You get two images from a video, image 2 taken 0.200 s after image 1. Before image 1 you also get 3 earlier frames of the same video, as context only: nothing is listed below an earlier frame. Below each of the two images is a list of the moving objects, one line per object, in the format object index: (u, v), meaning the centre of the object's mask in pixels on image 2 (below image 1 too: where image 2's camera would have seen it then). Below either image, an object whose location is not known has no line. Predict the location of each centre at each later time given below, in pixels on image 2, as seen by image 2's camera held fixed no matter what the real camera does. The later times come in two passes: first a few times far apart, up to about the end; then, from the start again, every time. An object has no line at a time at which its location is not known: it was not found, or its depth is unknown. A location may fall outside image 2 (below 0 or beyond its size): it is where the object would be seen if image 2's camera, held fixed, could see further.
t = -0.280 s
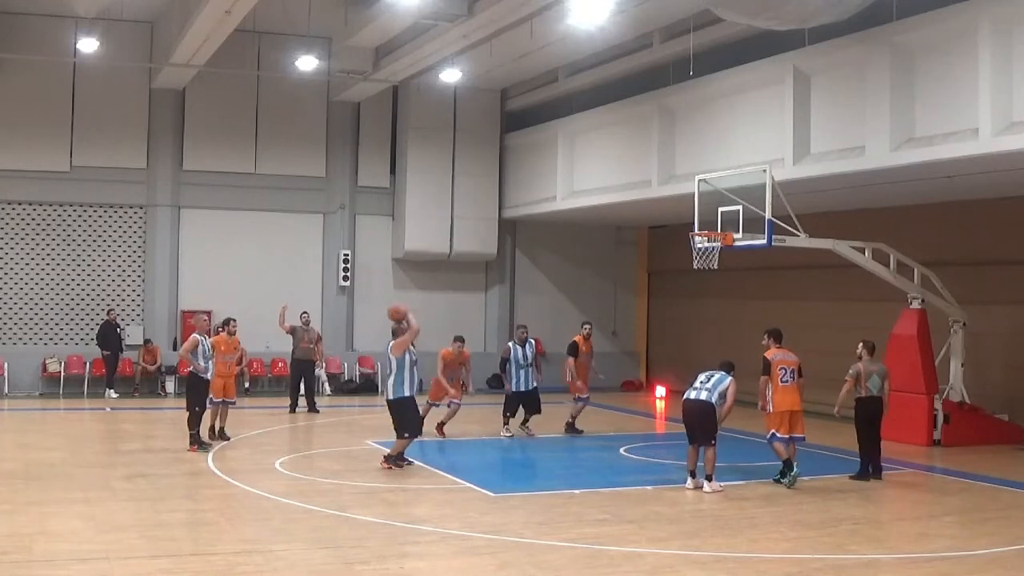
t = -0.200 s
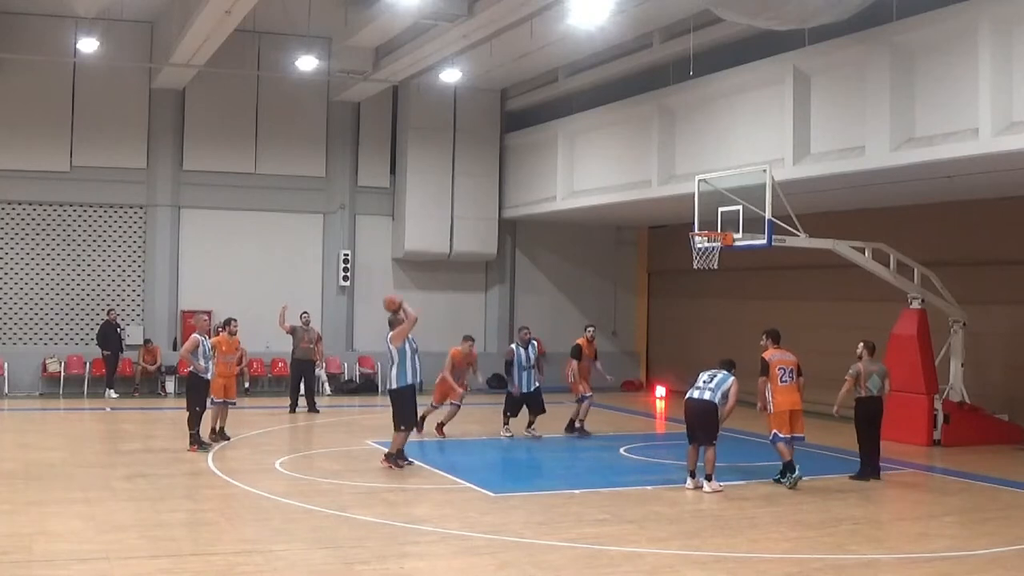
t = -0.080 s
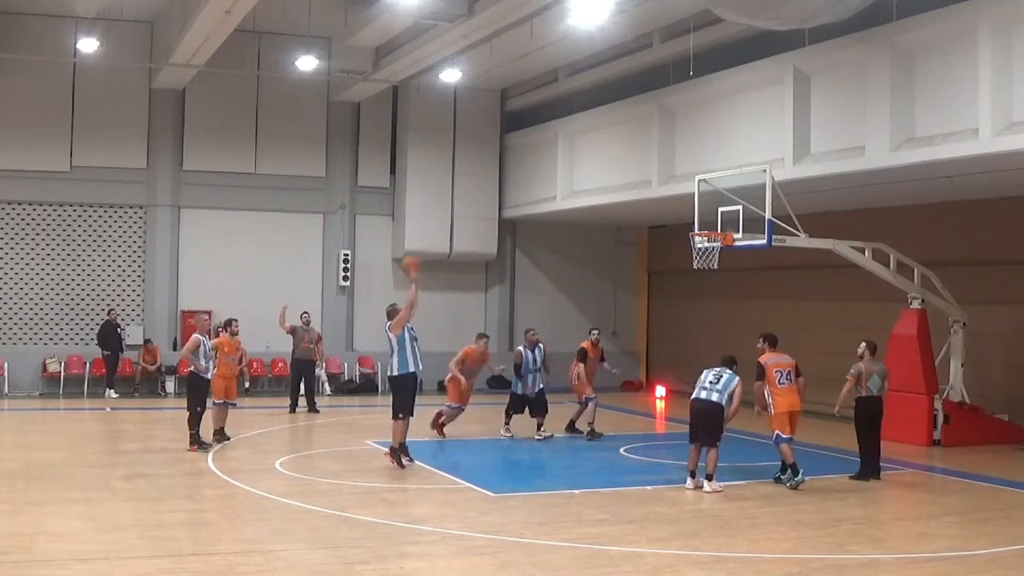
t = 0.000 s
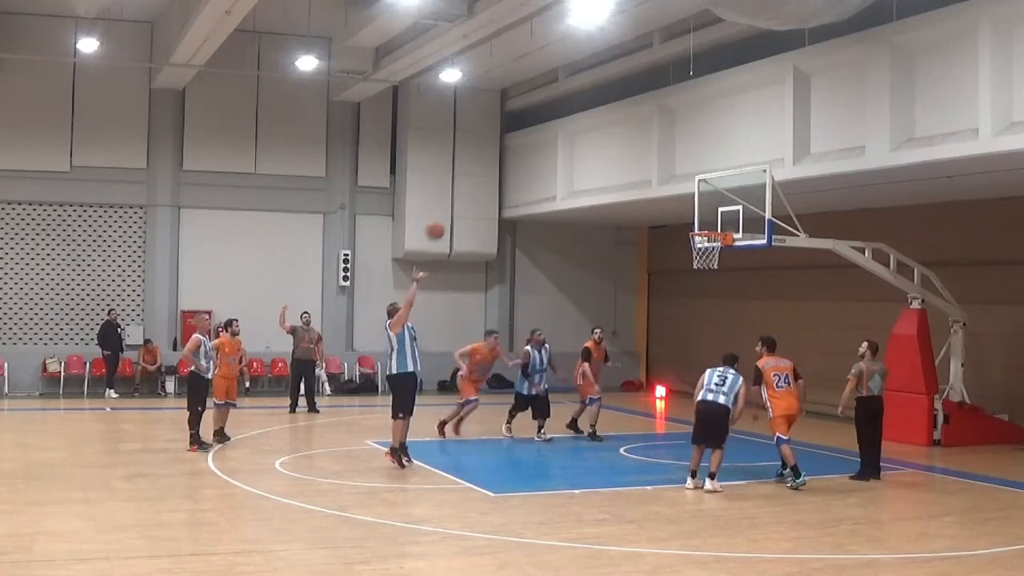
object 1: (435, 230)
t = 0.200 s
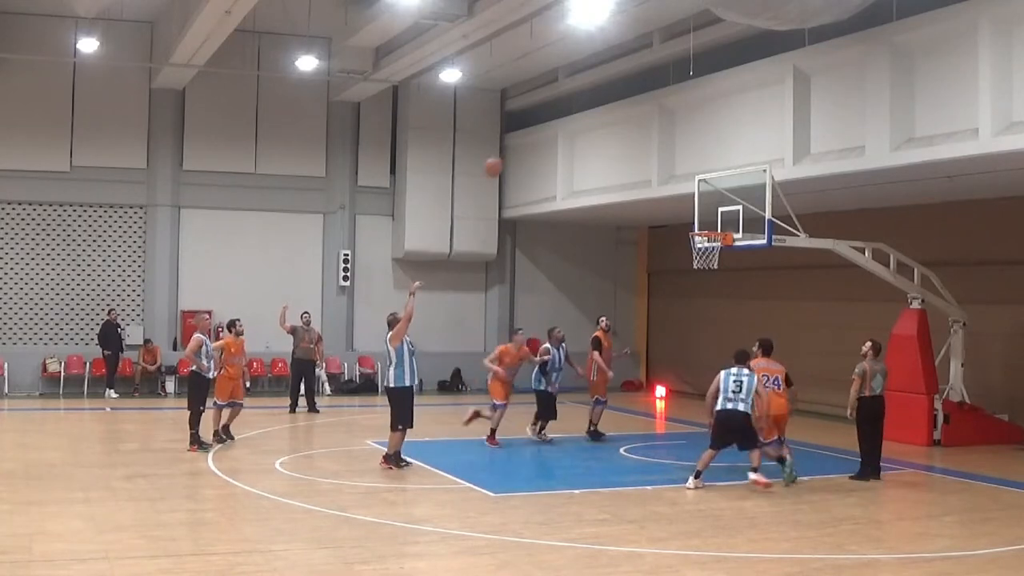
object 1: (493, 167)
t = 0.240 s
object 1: (504, 158)
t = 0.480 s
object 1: (570, 135)
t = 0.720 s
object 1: (628, 153)
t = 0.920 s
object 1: (674, 198)
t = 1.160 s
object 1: (717, 217)
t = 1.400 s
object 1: (700, 220)
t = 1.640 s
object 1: (684, 223)
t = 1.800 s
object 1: (675, 242)
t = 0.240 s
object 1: (504, 158)
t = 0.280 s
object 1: (516, 151)
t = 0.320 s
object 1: (526, 145)
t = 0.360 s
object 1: (537, 141)
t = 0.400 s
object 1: (548, 138)
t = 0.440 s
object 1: (558, 135)
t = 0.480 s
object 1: (570, 135)
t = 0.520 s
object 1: (580, 135)
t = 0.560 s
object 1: (589, 136)
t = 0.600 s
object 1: (599, 139)
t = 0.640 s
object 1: (609, 143)
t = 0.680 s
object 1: (619, 147)
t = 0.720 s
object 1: (628, 153)
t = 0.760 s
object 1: (638, 161)
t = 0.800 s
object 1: (647, 168)
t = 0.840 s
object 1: (656, 177)
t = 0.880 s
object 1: (665, 187)
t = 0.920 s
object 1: (674, 198)
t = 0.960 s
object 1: (682, 208)
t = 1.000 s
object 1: (690, 222)
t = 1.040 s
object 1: (696, 222)
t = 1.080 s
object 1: (703, 218)
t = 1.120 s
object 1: (710, 217)
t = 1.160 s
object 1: (717, 217)
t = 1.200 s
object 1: (722, 217)
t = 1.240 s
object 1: (720, 216)
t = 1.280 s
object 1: (716, 216)
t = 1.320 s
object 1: (710, 214)
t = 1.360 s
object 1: (707, 215)
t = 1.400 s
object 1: (700, 220)
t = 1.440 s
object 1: (696, 223)
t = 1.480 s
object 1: (693, 222)
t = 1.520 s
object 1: (691, 221)
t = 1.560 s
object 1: (688, 221)
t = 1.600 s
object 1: (685, 222)
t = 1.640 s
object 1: (684, 223)
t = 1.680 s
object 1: (682, 226)
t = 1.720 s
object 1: (680, 230)
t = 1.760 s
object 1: (677, 235)
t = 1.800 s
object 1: (675, 242)
